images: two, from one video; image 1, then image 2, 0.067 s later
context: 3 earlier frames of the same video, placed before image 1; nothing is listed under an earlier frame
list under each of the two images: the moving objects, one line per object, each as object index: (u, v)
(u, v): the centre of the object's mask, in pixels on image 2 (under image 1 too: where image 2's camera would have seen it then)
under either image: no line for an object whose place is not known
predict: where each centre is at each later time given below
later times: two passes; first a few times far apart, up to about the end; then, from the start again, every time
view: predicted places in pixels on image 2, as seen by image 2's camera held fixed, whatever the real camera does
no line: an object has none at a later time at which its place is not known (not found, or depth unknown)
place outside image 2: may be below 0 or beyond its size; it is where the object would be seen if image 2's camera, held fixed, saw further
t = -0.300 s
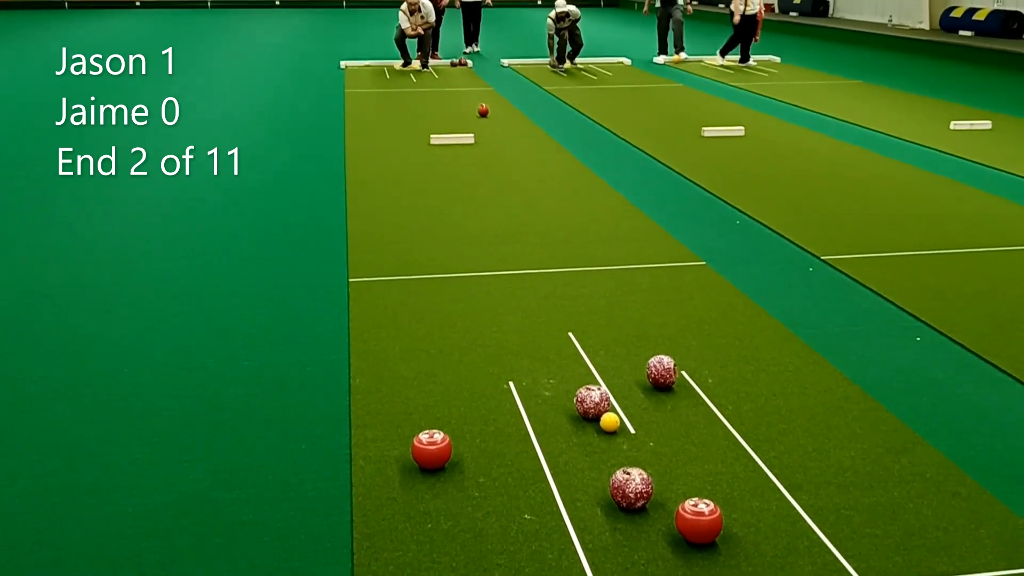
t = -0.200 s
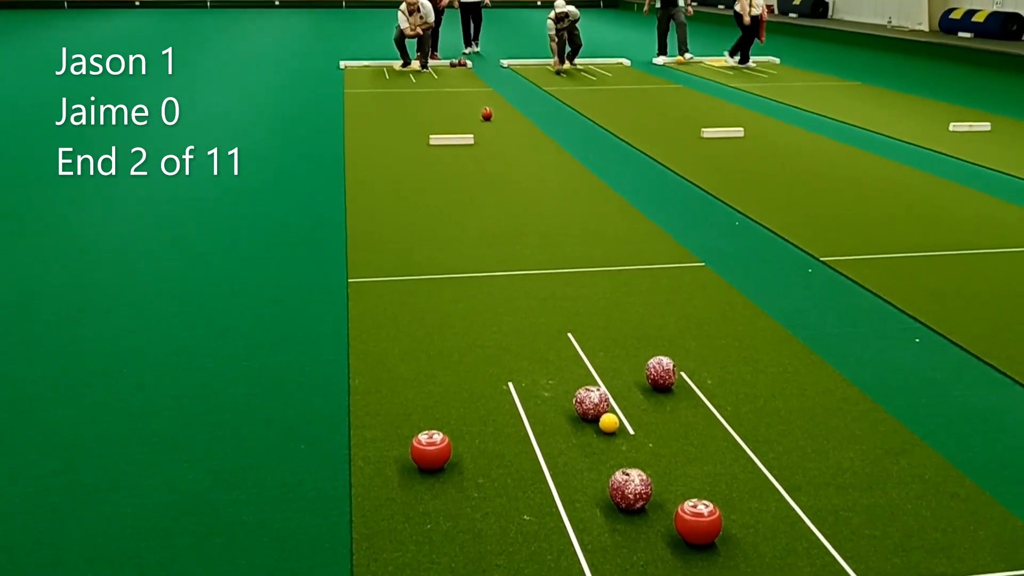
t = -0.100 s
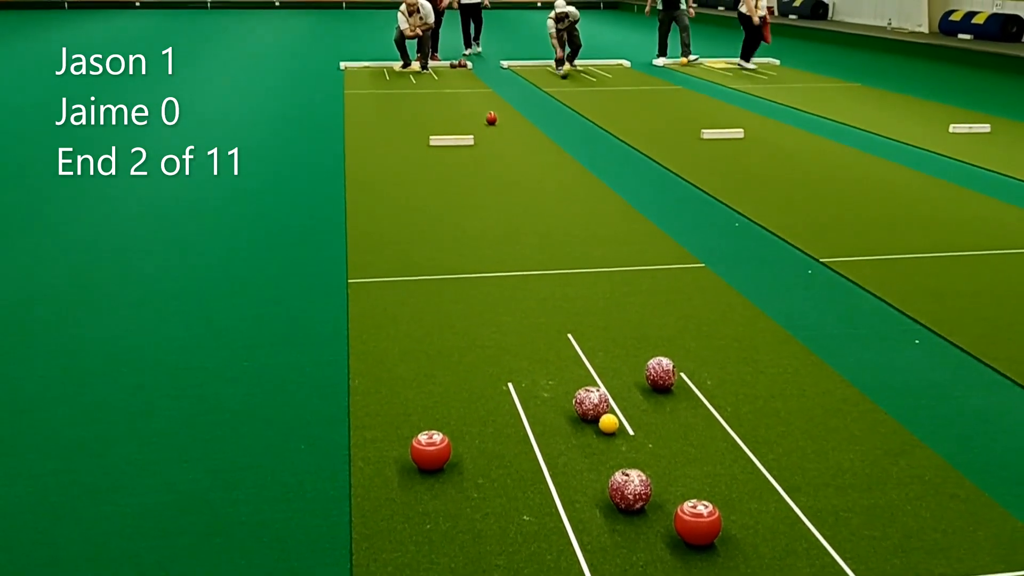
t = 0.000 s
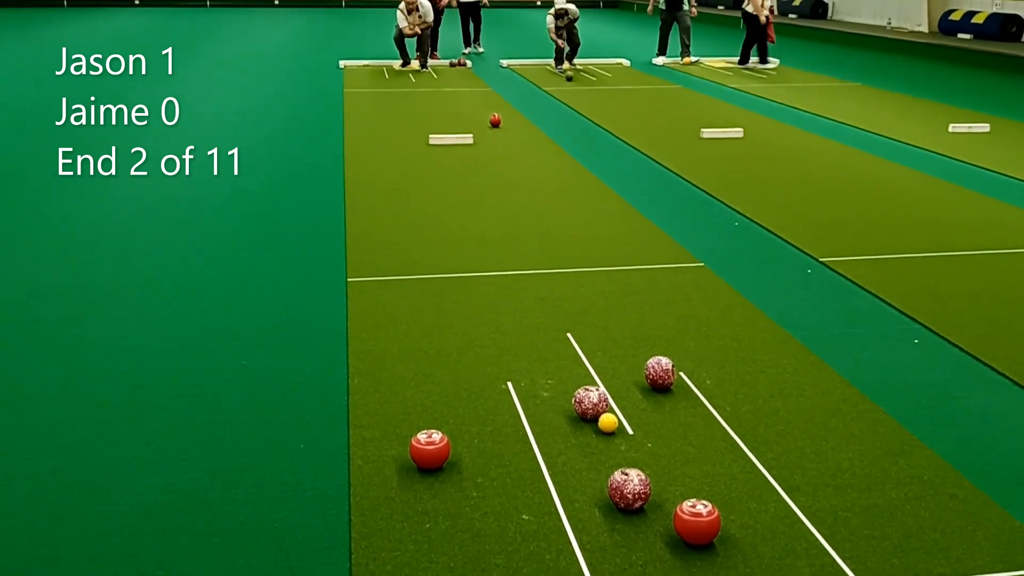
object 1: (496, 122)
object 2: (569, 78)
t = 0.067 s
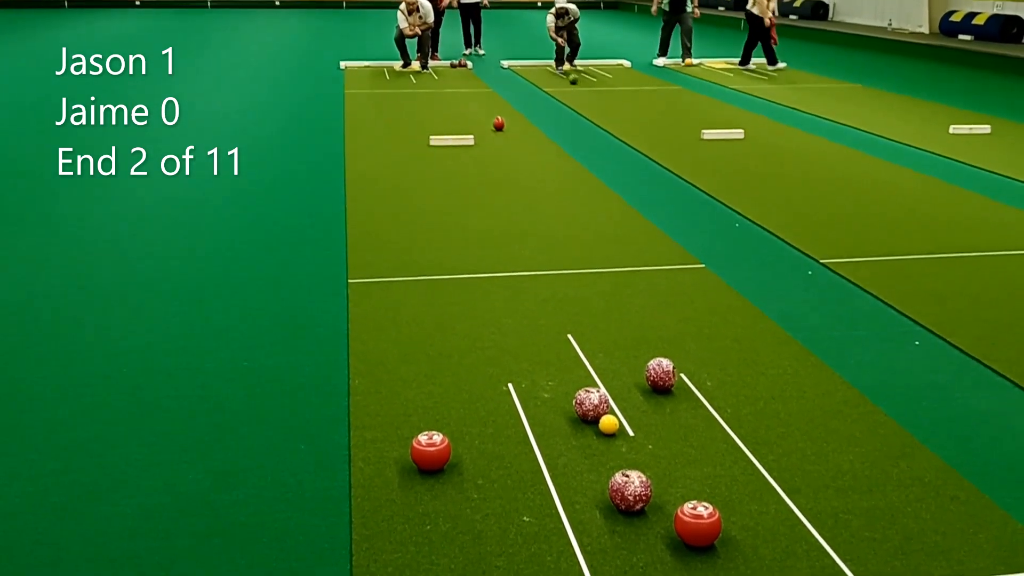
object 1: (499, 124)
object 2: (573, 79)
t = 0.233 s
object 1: (506, 130)
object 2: (582, 84)
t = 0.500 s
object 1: (518, 140)
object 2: (598, 93)
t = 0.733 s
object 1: (528, 149)
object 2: (614, 101)
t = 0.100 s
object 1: (500, 125)
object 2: (575, 81)
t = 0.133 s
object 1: (502, 126)
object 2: (577, 81)
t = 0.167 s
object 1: (503, 127)
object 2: (578, 82)
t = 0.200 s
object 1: (505, 129)
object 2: (581, 83)
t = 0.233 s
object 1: (506, 130)
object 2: (582, 84)
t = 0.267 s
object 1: (507, 131)
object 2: (584, 86)
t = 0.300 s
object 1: (509, 132)
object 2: (586, 86)
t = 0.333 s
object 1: (510, 133)
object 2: (588, 87)
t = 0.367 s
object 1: (511, 134)
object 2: (590, 88)
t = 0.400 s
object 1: (513, 136)
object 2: (592, 89)
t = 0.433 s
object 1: (514, 137)
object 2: (594, 91)
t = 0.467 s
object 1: (516, 138)
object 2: (596, 92)
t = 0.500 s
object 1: (518, 140)
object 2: (598, 93)
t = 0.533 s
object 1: (519, 141)
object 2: (600, 95)
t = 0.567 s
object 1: (521, 142)
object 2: (602, 95)
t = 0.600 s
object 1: (522, 144)
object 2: (604, 96)
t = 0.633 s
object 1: (524, 145)
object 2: (606, 98)
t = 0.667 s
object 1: (525, 146)
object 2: (609, 99)
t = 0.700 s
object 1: (527, 148)
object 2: (611, 100)
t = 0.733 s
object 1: (528, 149)
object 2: (614, 101)
